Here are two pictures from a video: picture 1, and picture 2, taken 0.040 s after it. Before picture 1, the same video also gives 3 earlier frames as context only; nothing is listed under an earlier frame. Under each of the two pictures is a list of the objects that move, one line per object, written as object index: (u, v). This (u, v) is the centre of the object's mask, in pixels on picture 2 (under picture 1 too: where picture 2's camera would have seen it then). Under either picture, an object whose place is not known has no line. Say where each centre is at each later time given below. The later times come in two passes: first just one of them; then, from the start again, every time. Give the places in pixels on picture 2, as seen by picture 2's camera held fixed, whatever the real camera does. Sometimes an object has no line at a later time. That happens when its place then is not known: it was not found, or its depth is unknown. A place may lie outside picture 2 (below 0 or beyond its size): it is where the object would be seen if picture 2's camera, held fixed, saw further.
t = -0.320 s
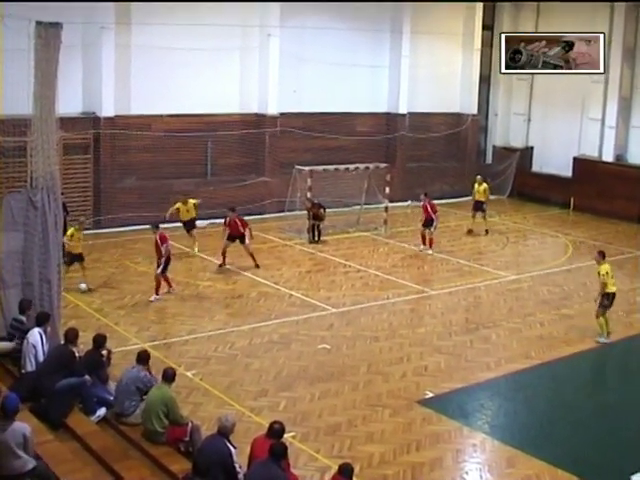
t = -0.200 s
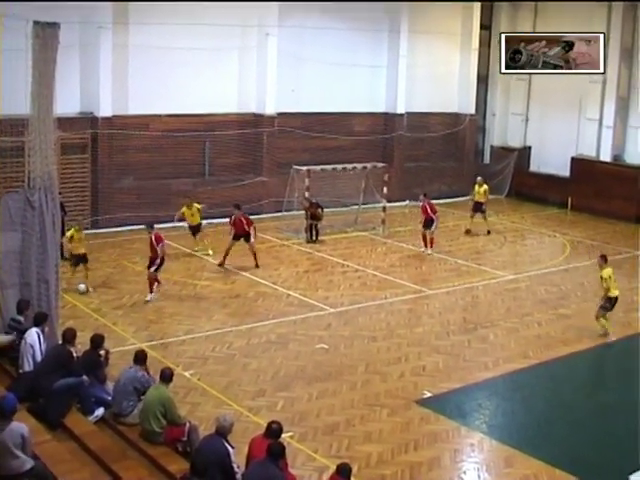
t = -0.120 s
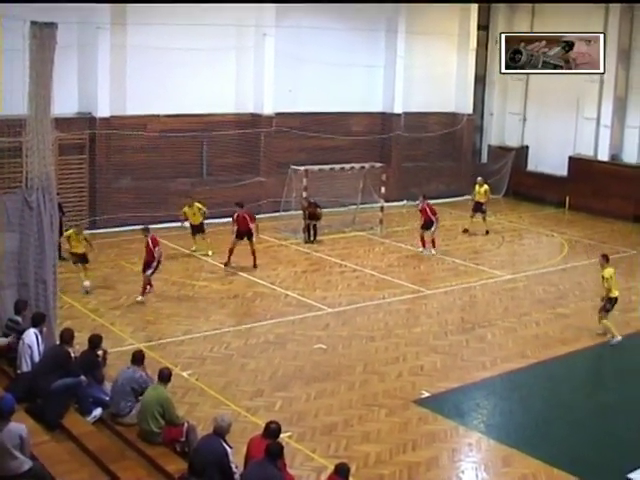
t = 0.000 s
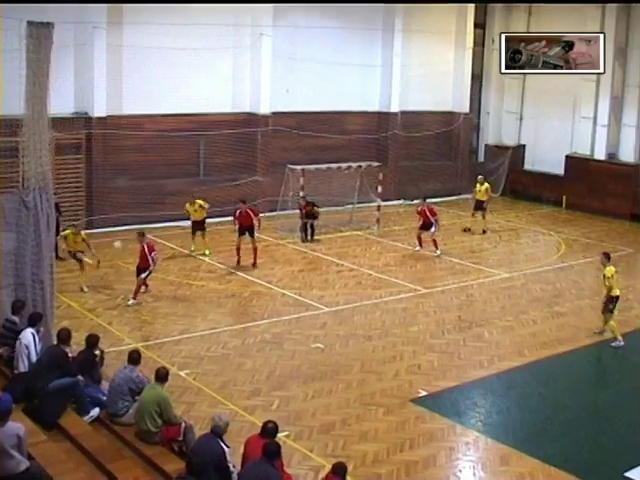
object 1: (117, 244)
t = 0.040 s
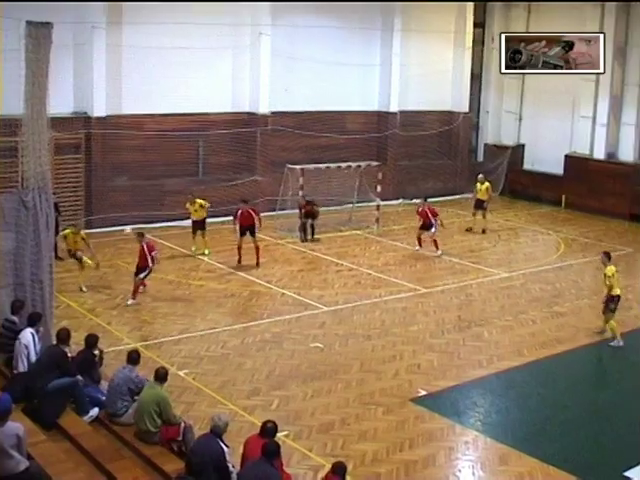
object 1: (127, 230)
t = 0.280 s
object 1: (199, 169)
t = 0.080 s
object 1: (138, 220)
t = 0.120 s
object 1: (150, 208)
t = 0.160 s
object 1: (162, 197)
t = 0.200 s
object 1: (174, 186)
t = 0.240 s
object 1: (186, 177)
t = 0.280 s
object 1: (199, 169)
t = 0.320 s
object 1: (211, 160)
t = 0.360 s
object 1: (223, 152)
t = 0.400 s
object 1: (234, 145)
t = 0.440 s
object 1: (246, 139)
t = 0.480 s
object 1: (256, 134)
